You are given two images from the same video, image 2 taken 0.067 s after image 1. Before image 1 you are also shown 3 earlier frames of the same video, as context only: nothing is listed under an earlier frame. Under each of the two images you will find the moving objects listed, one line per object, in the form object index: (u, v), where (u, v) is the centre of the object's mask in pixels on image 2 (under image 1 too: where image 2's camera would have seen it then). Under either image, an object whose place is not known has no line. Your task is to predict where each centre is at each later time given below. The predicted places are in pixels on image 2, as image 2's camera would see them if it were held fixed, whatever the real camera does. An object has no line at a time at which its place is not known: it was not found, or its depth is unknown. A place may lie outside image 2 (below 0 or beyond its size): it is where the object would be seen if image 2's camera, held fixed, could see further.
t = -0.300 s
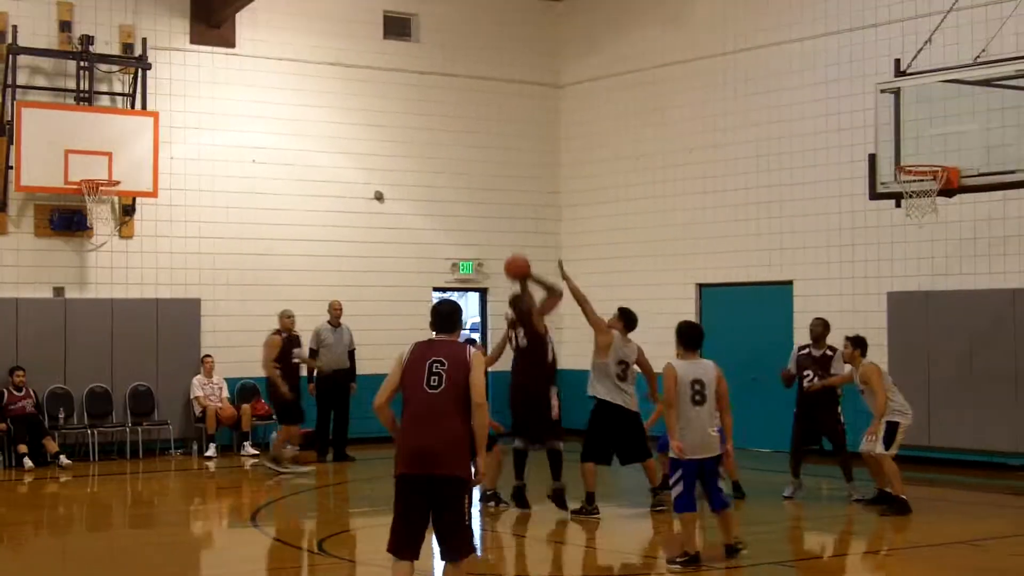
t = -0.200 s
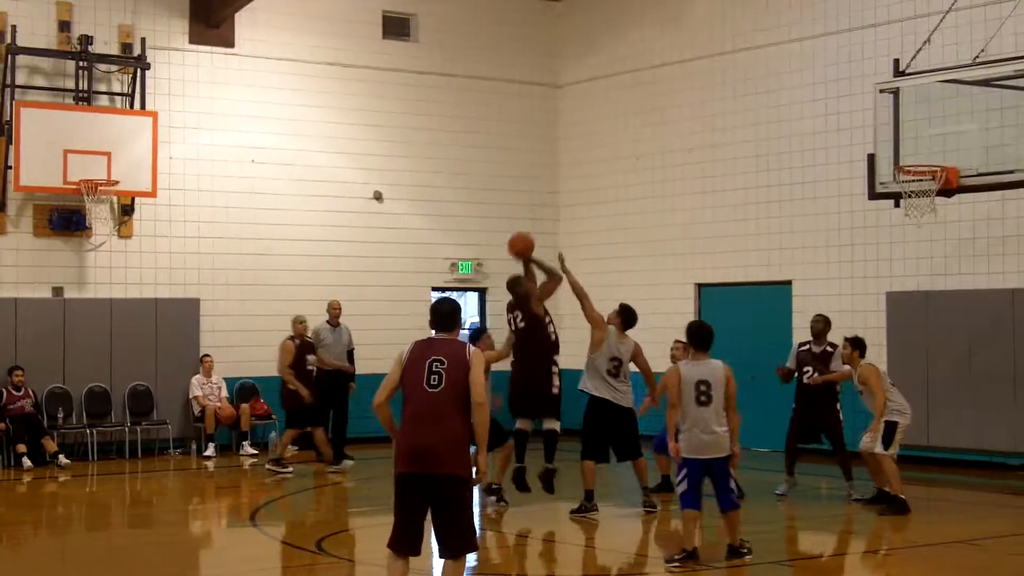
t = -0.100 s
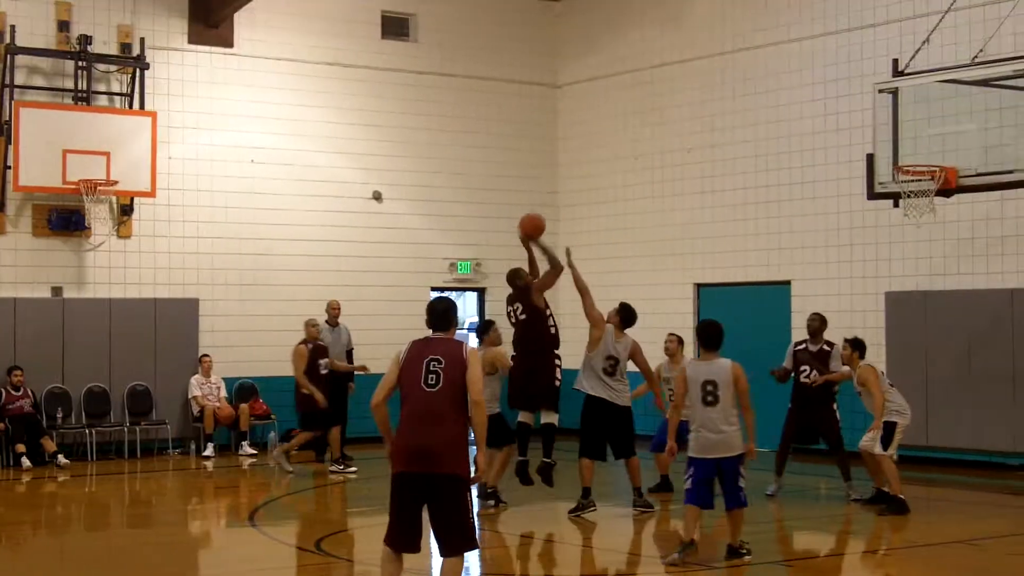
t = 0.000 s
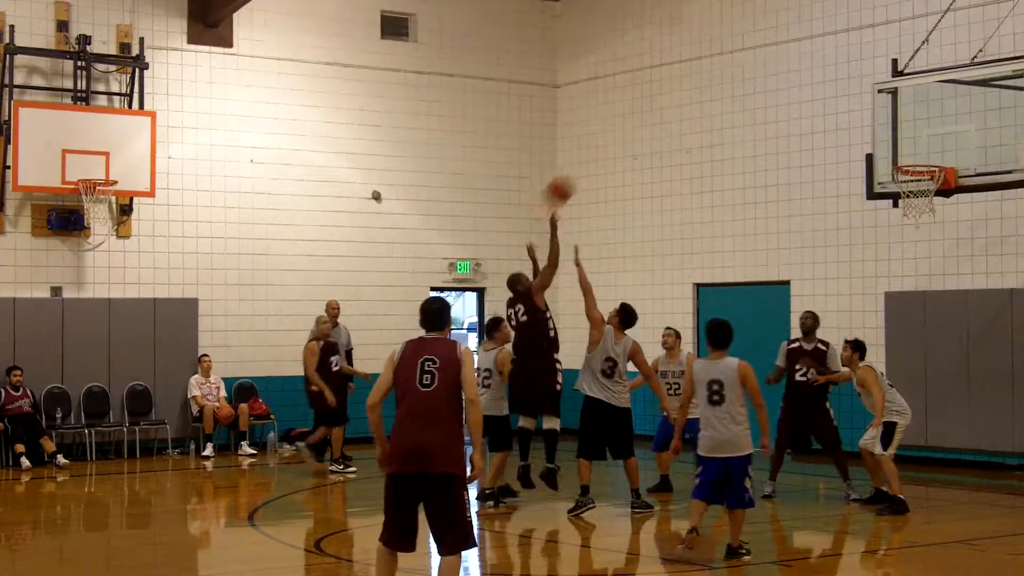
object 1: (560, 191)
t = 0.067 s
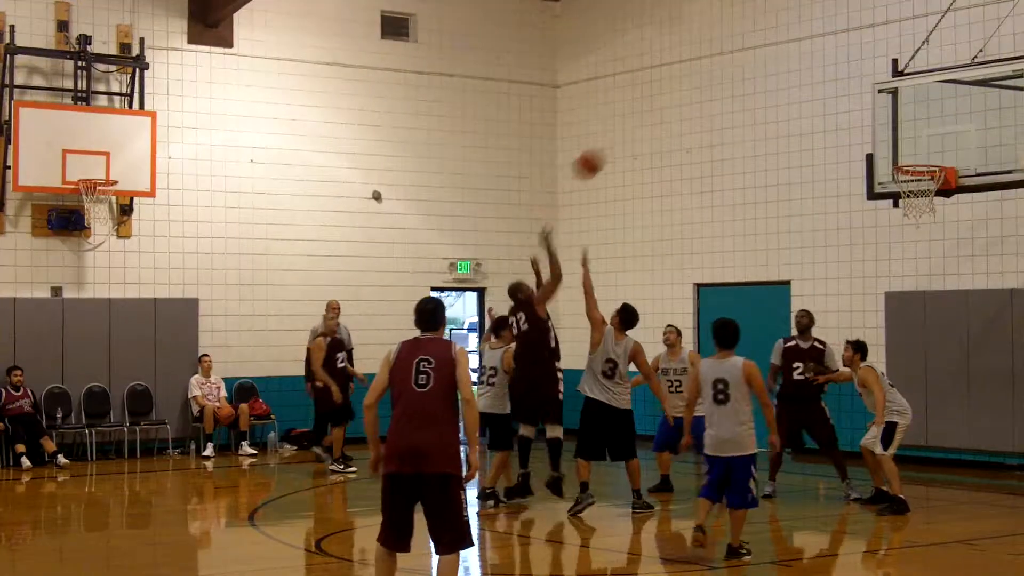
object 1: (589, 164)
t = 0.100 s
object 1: (603, 152)
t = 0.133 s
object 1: (618, 141)
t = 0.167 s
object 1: (632, 132)
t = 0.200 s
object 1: (647, 123)
